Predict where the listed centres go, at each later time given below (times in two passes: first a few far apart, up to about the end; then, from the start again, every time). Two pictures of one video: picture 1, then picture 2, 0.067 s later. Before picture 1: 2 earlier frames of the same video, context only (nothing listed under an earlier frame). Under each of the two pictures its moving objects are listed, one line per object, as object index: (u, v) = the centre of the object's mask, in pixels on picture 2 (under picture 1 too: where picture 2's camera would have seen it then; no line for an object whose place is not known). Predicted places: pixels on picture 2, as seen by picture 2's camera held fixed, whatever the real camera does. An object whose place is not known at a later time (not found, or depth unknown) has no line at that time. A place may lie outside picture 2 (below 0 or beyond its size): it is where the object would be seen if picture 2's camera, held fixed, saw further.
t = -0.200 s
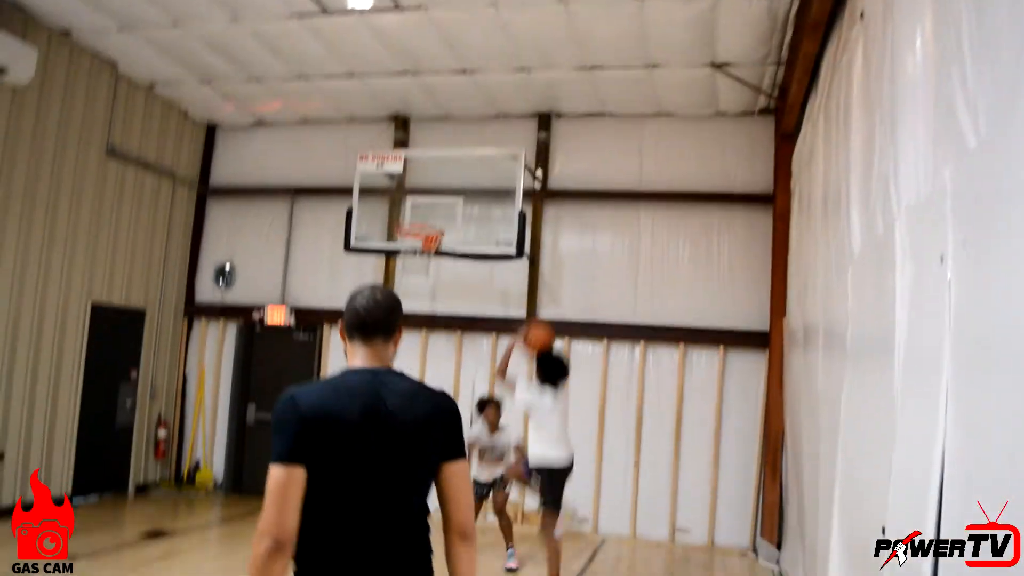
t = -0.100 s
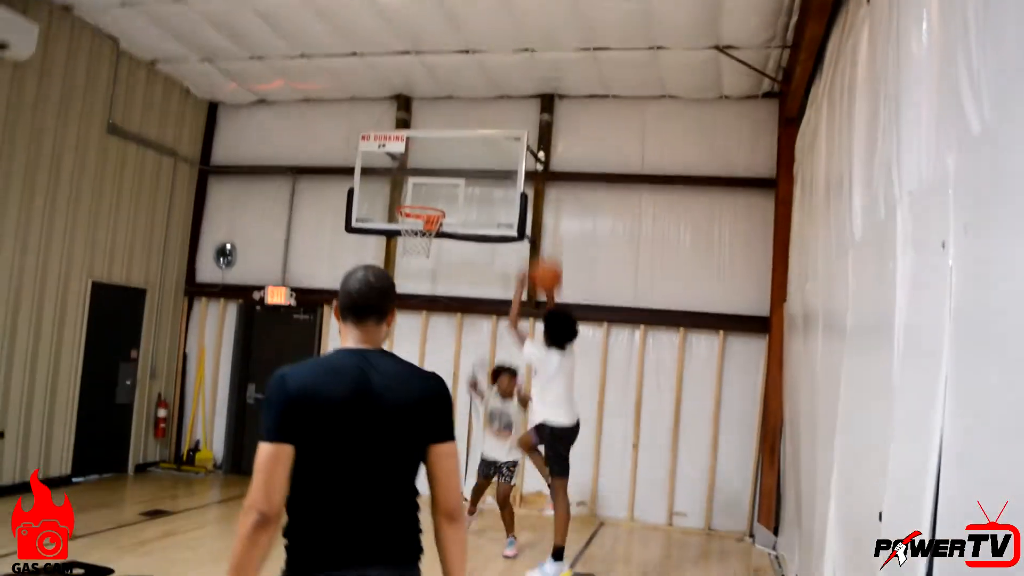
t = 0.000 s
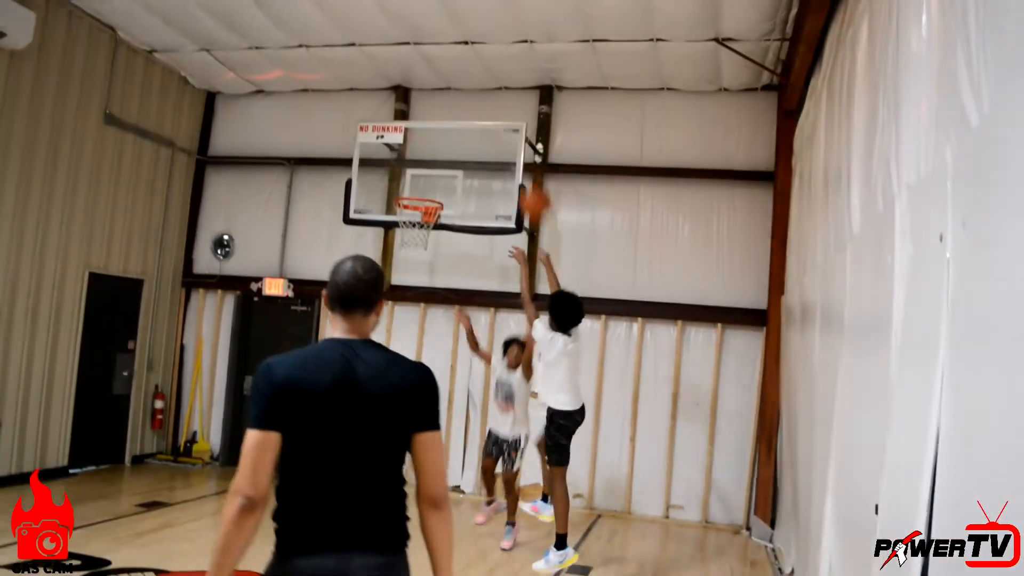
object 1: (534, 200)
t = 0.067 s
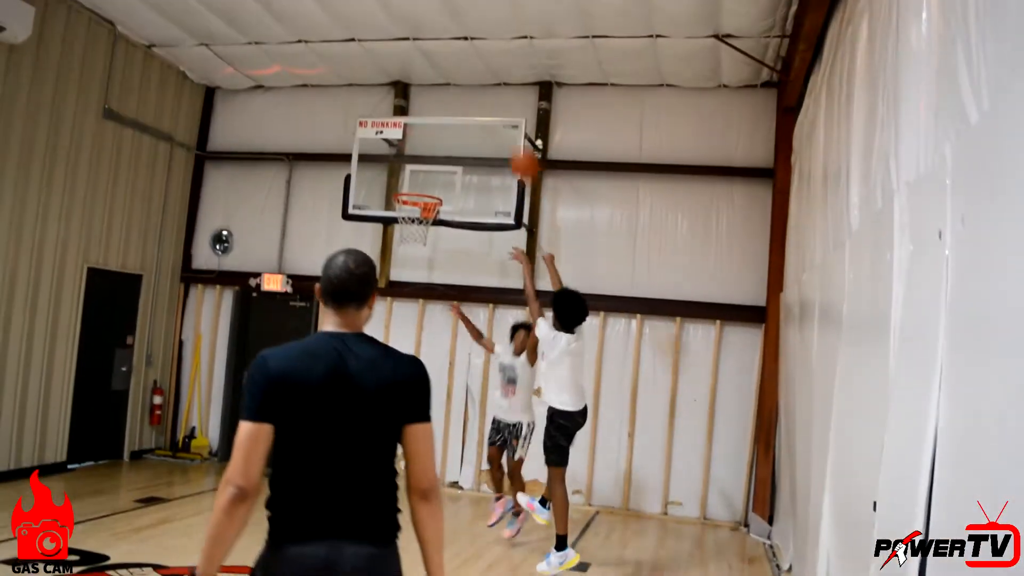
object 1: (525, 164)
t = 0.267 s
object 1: (499, 99)
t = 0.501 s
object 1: (470, 89)
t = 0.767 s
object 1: (434, 145)
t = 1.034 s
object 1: (409, 229)
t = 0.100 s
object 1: (521, 150)
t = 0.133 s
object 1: (516, 135)
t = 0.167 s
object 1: (512, 124)
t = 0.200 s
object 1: (508, 114)
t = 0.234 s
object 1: (504, 106)
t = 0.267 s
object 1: (499, 99)
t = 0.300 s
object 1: (495, 94)
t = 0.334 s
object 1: (492, 90)
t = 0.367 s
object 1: (487, 87)
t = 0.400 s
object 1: (482, 86)
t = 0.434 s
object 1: (479, 86)
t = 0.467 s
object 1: (474, 87)
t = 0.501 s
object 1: (470, 89)
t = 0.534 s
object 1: (466, 92)
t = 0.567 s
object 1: (461, 97)
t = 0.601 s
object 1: (456, 103)
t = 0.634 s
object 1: (452, 108)
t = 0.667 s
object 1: (448, 116)
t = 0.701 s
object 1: (444, 125)
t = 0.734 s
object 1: (439, 134)
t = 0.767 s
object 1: (434, 145)
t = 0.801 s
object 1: (429, 155)
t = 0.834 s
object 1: (425, 167)
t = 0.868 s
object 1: (420, 182)
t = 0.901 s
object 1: (415, 195)
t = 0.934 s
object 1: (412, 209)
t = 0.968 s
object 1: (410, 220)
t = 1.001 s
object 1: (409, 226)
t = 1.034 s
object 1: (409, 229)
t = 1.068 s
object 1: (409, 233)
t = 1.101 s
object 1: (409, 240)
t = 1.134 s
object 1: (409, 246)
